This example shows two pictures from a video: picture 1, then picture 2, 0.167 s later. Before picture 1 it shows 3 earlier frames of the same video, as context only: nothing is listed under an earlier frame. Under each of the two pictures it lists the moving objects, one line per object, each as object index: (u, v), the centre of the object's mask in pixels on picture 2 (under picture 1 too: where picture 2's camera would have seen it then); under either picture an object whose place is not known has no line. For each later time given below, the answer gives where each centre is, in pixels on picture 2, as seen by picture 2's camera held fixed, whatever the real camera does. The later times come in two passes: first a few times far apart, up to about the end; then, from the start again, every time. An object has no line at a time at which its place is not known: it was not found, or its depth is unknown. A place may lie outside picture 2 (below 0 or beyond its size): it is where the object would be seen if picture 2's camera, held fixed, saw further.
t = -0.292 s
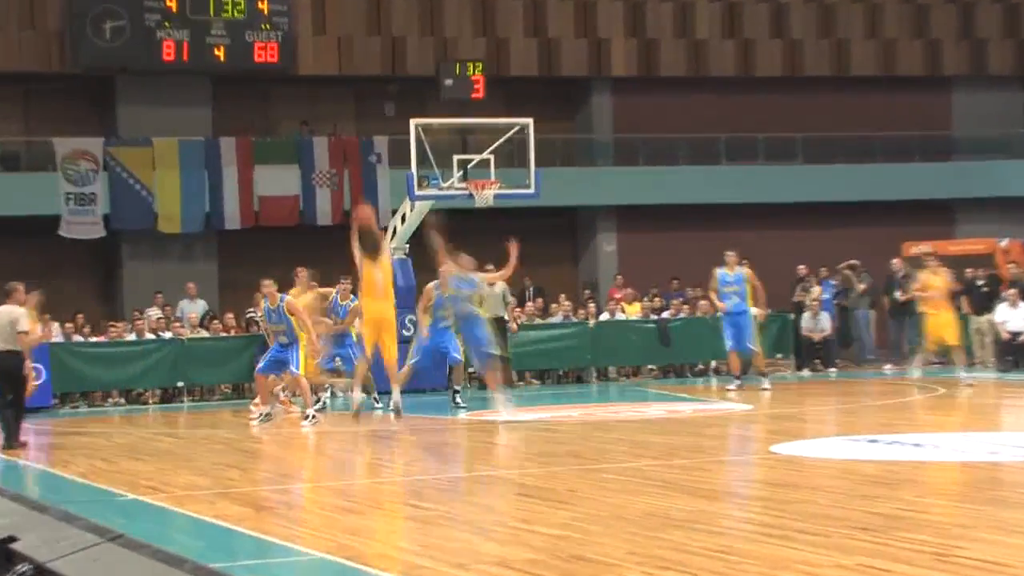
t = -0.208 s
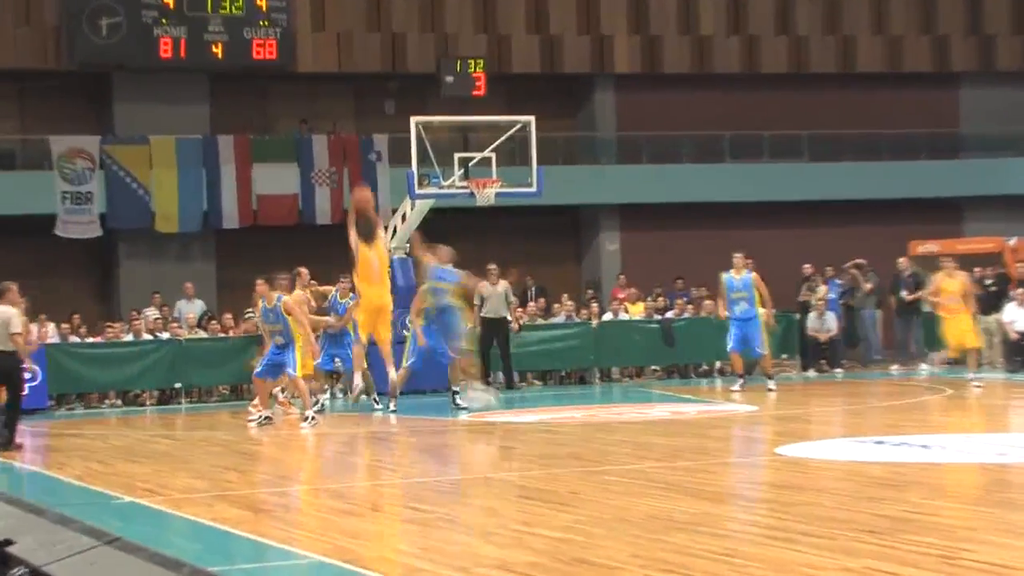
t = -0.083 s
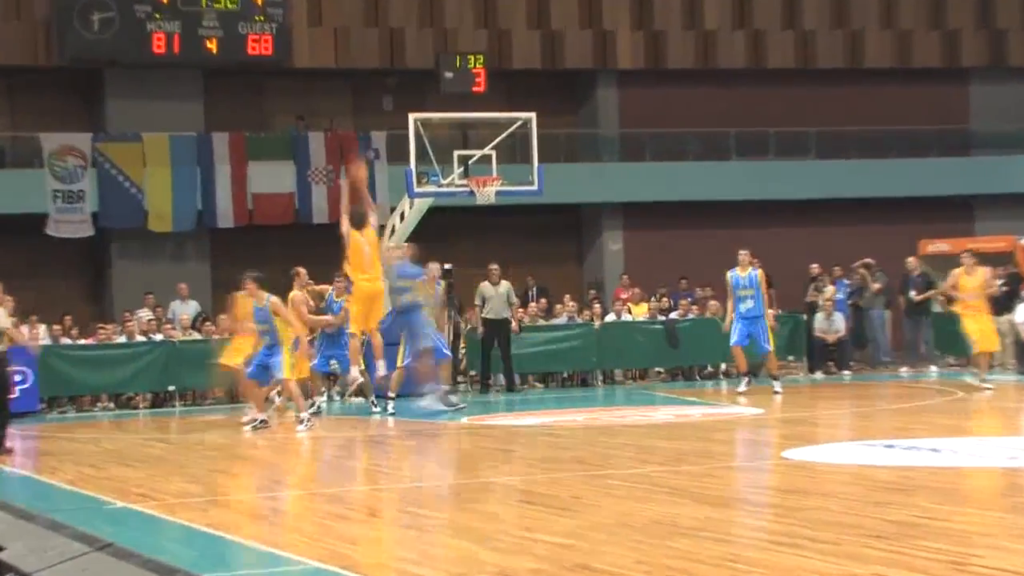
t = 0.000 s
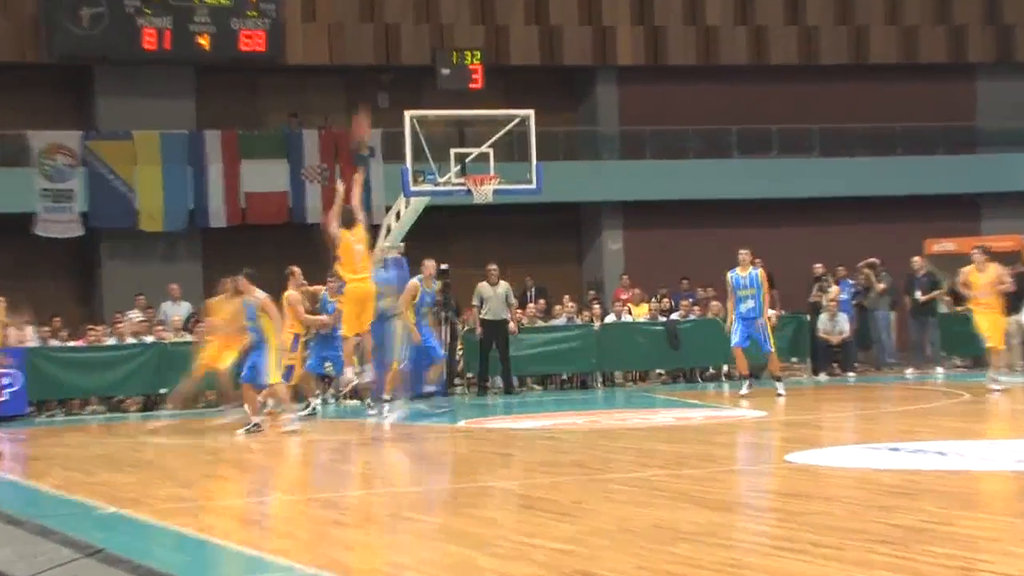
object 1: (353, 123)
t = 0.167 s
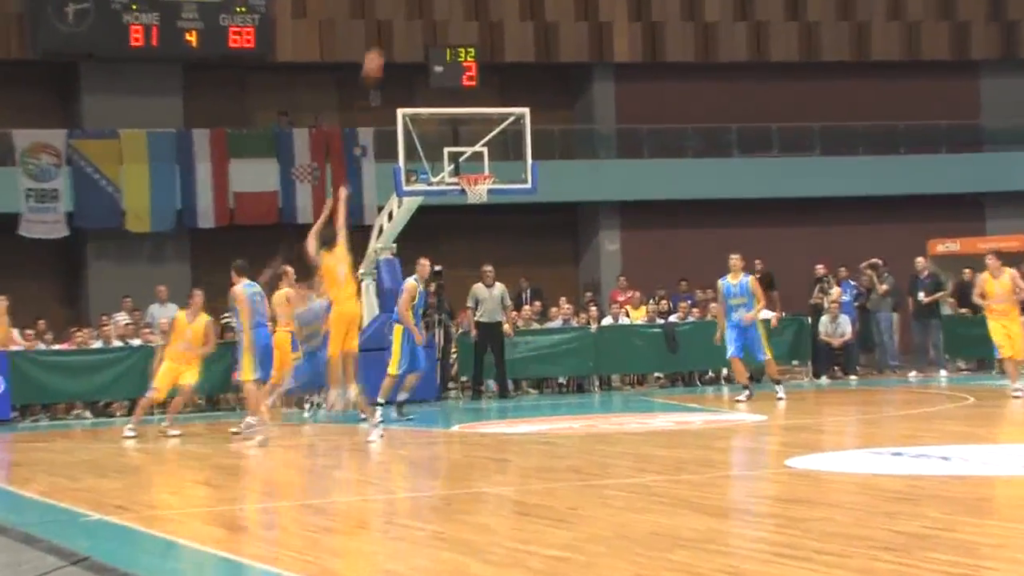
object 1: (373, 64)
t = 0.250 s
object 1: (381, 45)
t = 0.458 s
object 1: (405, 22)
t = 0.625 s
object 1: (423, 30)
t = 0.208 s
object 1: (378, 53)
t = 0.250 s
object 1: (381, 45)
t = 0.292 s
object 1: (387, 37)
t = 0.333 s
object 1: (392, 31)
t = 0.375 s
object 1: (396, 26)
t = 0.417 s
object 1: (401, 24)
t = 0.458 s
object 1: (405, 22)
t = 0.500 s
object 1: (409, 22)
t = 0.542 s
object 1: (414, 23)
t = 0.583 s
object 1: (419, 26)
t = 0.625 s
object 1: (423, 30)
